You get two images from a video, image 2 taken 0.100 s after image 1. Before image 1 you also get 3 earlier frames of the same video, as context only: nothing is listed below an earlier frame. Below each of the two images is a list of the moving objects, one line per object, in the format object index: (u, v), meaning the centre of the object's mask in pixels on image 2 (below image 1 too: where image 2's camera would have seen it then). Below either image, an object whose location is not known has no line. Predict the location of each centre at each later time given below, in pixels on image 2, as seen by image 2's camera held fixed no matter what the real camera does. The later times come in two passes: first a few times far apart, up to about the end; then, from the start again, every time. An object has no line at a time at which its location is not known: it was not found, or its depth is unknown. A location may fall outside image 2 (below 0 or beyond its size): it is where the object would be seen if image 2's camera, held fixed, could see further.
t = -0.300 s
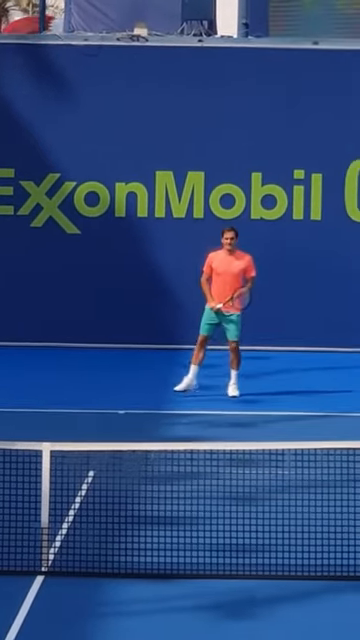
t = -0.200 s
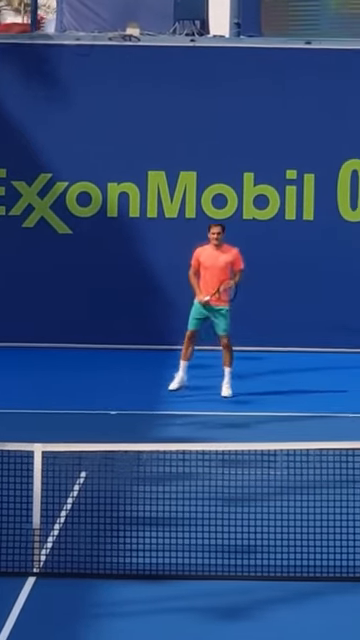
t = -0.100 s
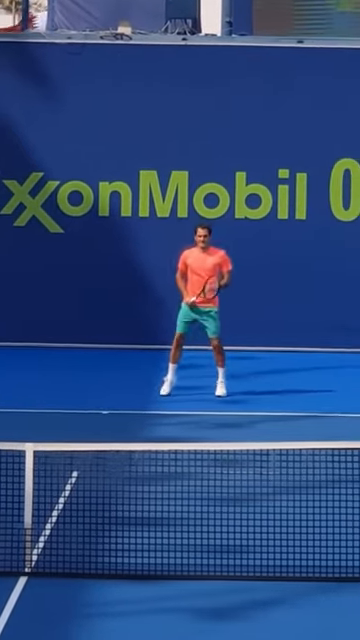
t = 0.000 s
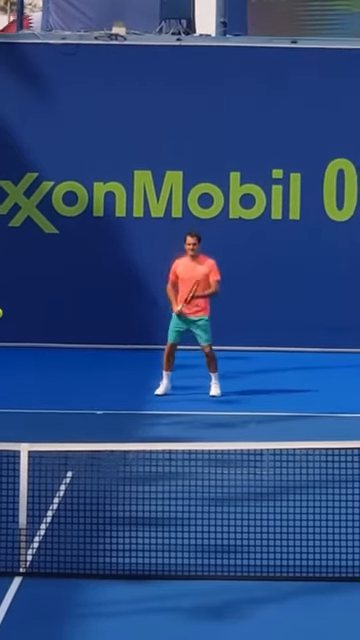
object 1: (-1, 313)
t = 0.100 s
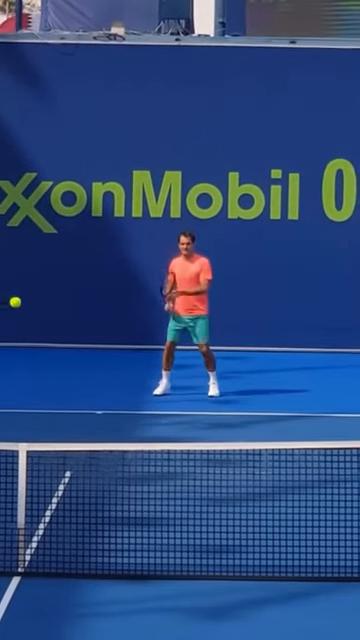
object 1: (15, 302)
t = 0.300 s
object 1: (47, 328)
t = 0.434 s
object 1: (64, 368)
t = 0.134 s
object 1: (21, 303)
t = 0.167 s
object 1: (27, 305)
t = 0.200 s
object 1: (32, 309)
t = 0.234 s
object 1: (37, 314)
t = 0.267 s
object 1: (42, 320)
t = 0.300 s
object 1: (47, 328)
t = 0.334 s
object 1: (52, 337)
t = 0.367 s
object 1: (56, 346)
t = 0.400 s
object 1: (60, 357)
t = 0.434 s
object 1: (64, 368)
